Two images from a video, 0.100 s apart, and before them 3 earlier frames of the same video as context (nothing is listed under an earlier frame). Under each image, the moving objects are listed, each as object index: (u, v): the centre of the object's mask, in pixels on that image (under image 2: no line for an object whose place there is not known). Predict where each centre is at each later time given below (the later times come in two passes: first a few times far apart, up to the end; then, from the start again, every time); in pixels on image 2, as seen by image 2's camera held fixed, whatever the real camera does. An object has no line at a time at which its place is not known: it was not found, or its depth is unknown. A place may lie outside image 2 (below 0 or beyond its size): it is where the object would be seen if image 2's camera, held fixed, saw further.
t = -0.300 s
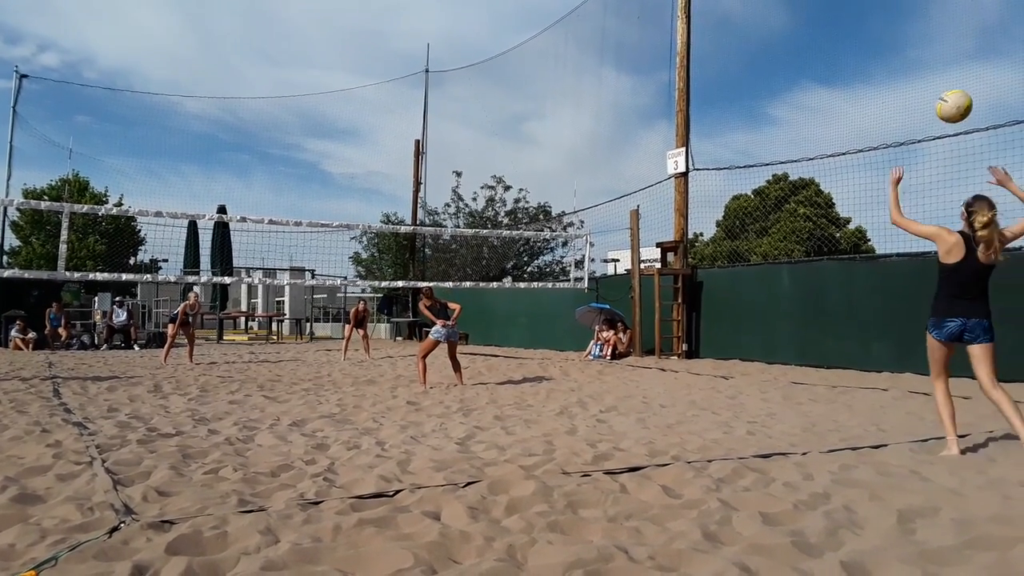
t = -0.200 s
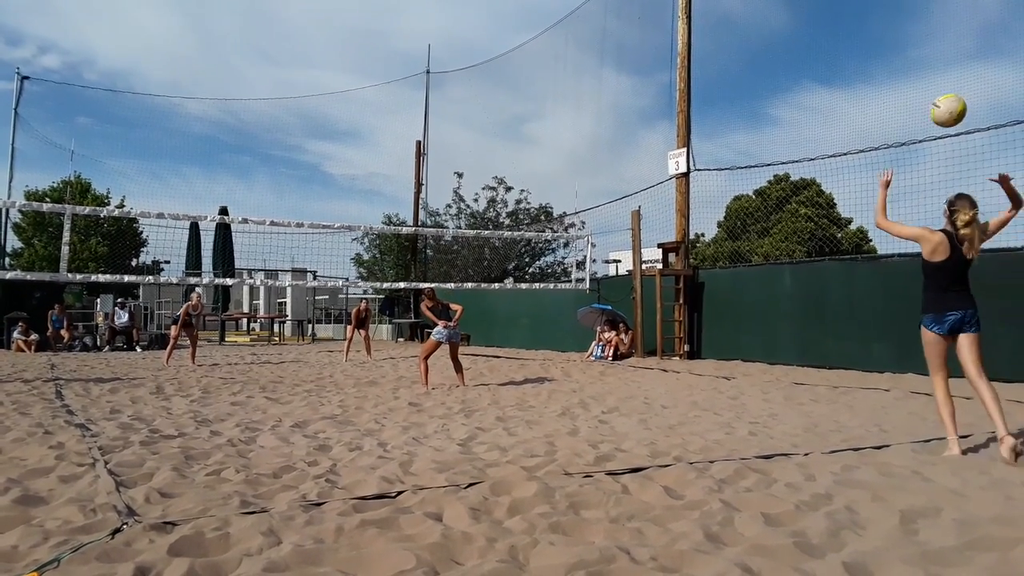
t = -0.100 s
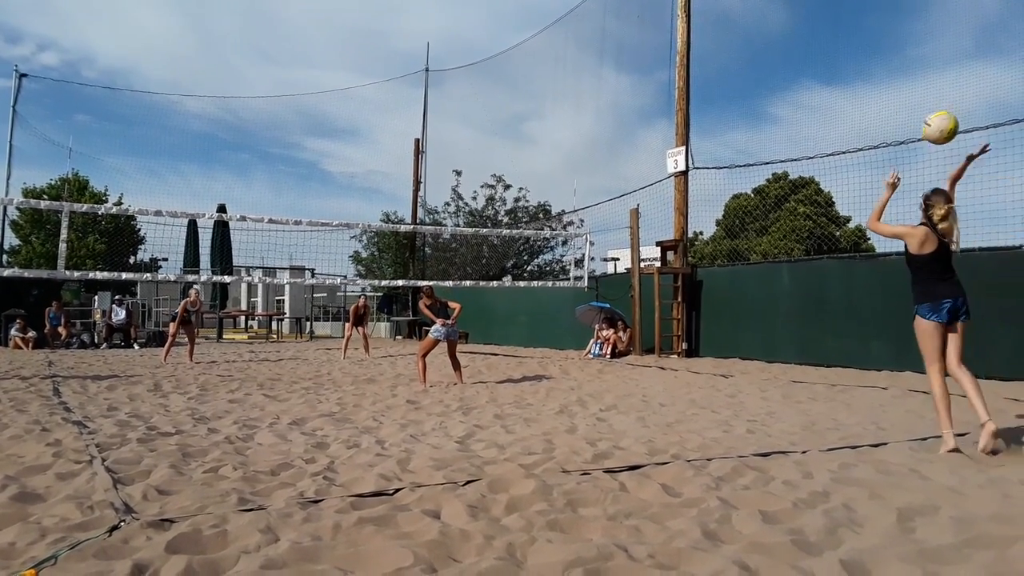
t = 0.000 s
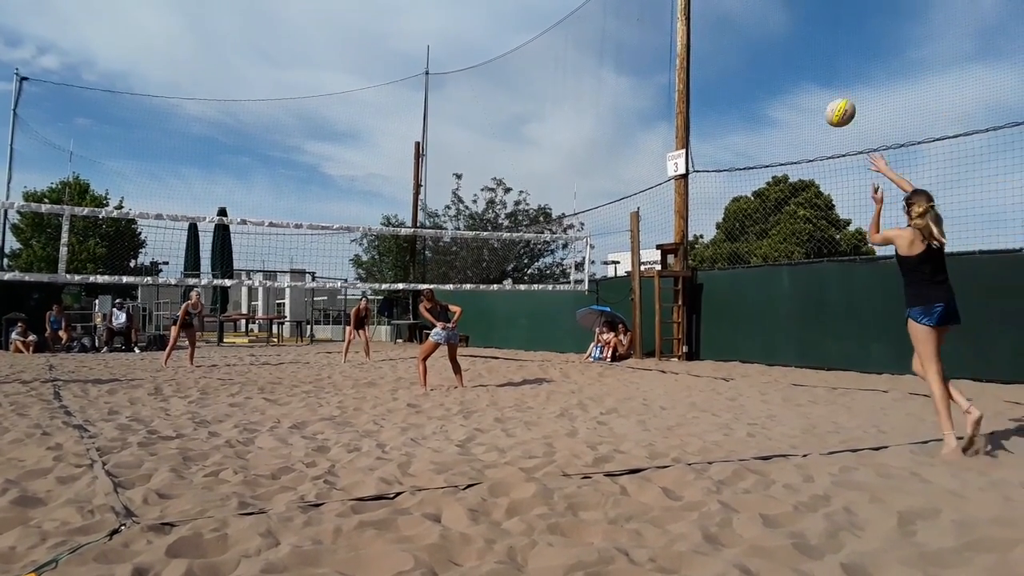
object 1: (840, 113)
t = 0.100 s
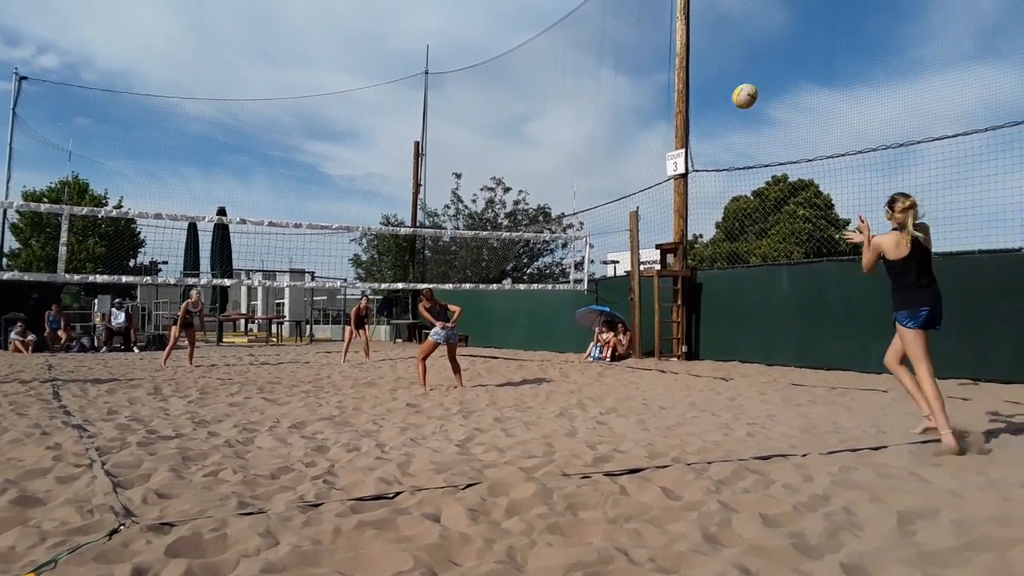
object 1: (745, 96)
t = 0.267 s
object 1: (637, 96)
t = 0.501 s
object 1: (547, 123)
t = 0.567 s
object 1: (529, 133)
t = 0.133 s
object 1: (719, 94)
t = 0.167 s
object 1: (696, 94)
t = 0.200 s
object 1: (673, 93)
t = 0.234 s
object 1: (655, 94)
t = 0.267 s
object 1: (637, 96)
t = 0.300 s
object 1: (621, 99)
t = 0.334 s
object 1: (606, 102)
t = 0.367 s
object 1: (592, 105)
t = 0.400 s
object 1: (580, 109)
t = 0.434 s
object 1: (568, 113)
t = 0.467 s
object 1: (558, 118)
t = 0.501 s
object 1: (547, 123)
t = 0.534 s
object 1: (538, 128)
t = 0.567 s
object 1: (529, 133)
